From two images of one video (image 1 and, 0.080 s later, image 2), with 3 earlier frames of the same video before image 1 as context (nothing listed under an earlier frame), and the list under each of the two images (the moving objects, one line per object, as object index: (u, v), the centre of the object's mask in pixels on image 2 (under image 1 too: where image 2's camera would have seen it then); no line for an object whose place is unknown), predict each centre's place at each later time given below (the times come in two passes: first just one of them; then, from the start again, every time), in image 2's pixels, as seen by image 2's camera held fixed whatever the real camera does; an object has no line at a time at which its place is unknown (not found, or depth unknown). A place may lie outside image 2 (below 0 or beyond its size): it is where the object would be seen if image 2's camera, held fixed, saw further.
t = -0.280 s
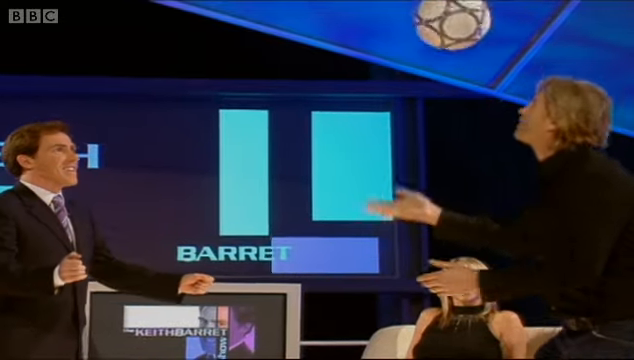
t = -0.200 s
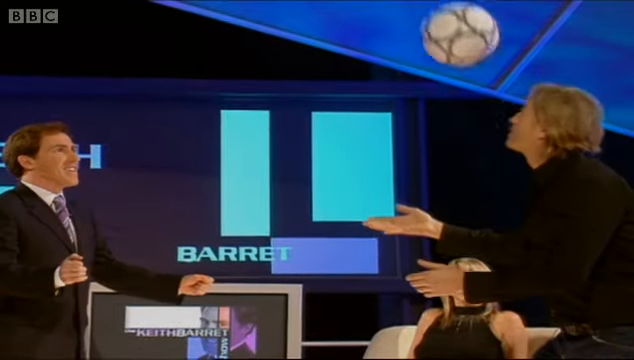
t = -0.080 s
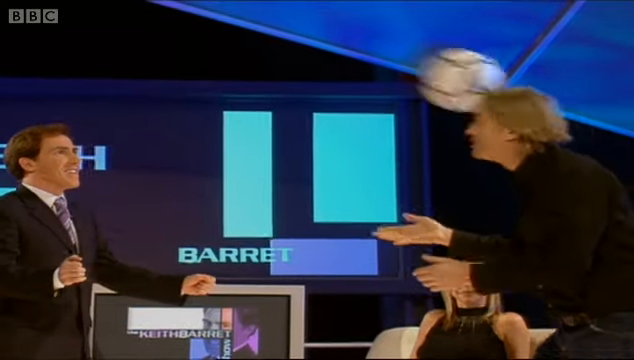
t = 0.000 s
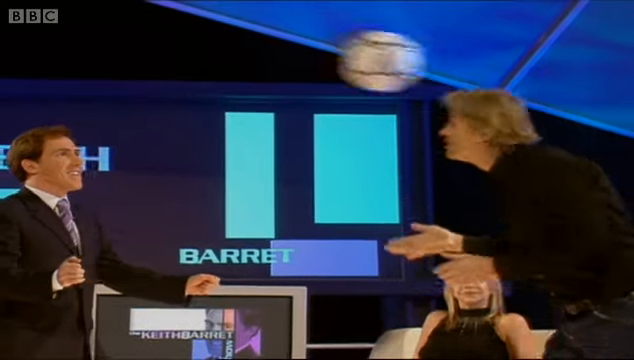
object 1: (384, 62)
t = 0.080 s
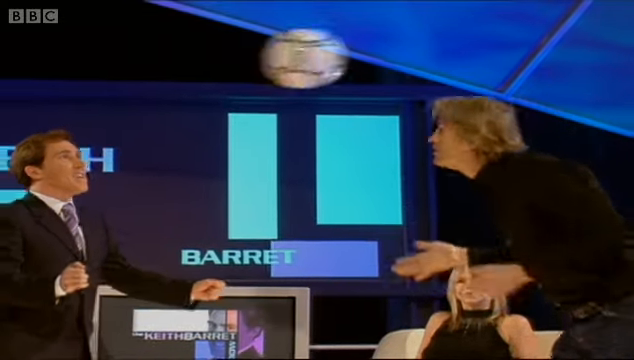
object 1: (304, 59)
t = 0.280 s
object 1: (110, 118)
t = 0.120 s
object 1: (264, 63)
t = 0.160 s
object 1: (225, 70)
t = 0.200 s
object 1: (186, 83)
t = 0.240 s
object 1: (148, 99)
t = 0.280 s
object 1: (110, 118)
